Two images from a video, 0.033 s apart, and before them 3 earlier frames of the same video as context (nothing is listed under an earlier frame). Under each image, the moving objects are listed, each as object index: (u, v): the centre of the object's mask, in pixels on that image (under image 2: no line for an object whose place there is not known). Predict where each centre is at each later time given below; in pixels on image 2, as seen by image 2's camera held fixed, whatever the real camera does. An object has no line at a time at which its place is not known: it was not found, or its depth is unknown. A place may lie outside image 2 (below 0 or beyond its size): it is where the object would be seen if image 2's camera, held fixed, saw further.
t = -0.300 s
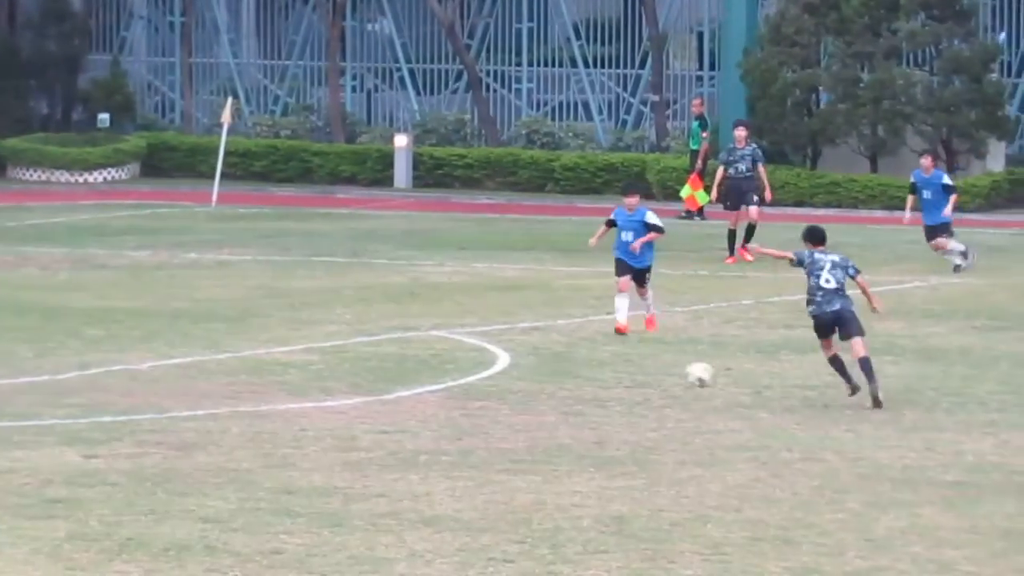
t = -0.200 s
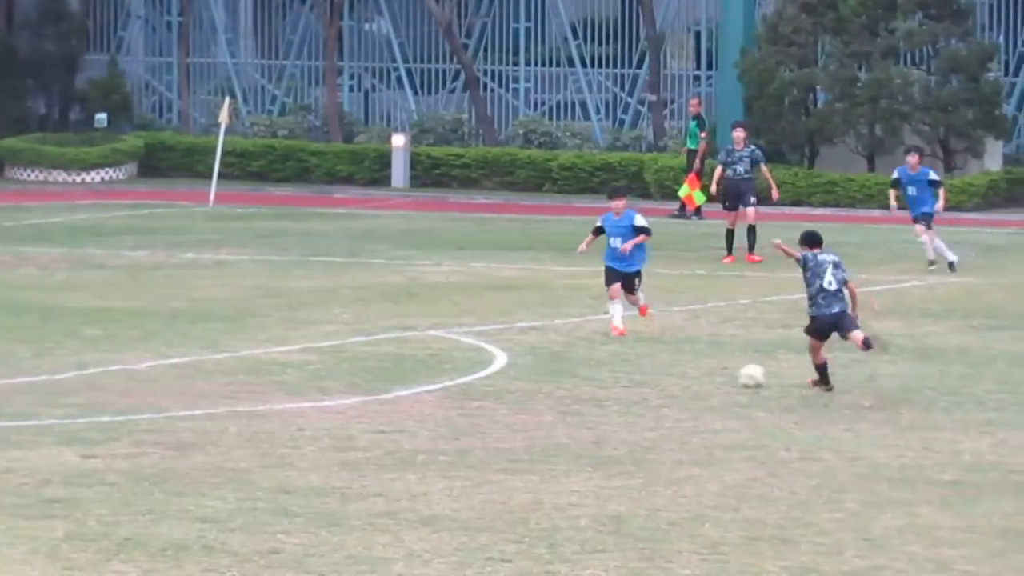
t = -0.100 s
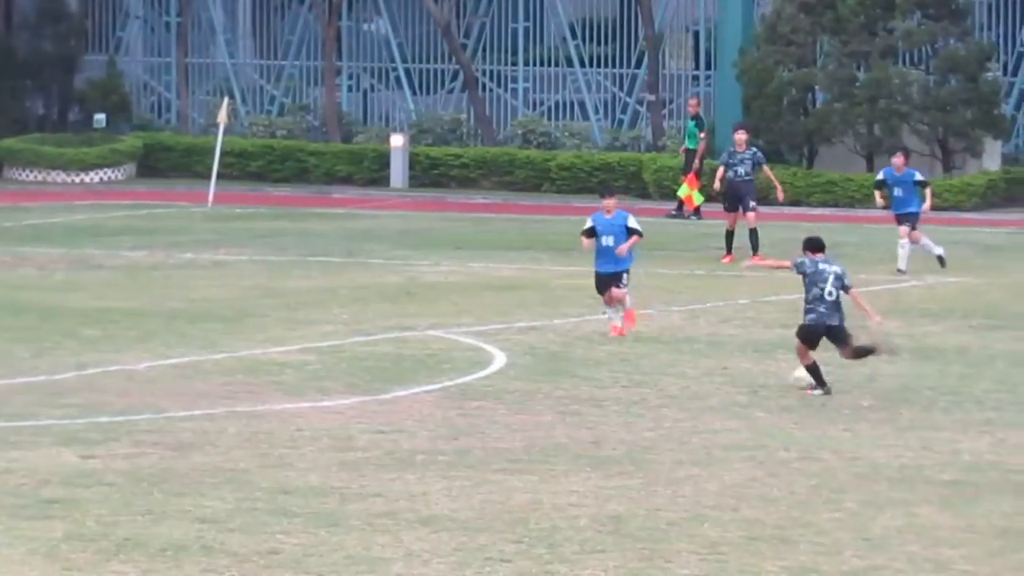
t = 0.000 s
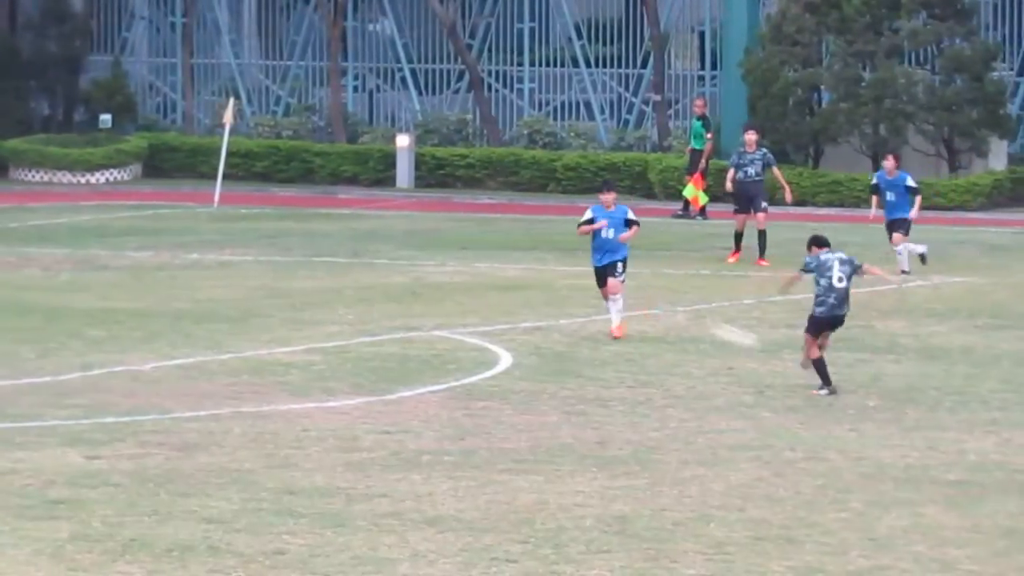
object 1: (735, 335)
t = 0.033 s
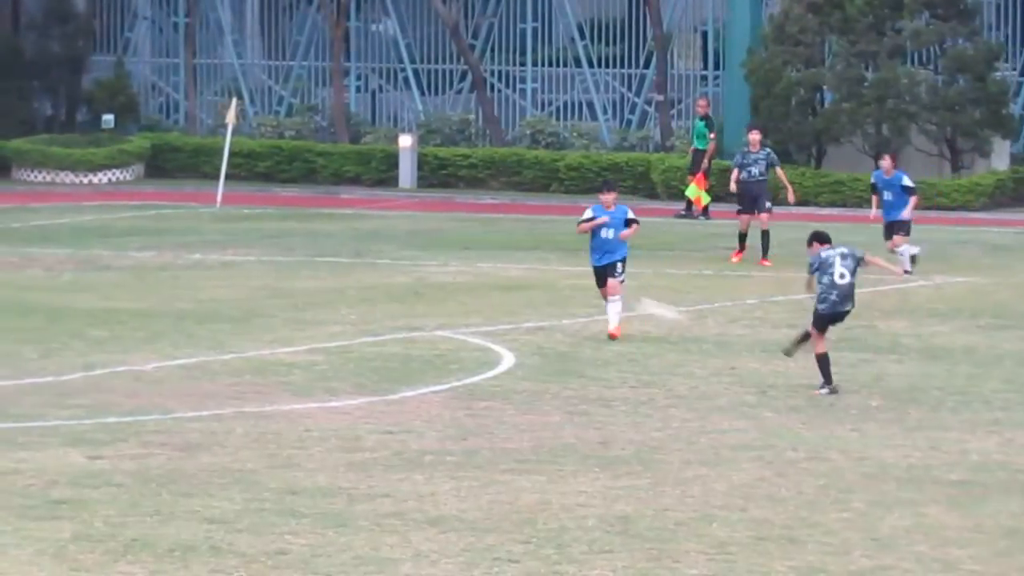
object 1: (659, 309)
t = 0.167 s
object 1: (359, 221)
